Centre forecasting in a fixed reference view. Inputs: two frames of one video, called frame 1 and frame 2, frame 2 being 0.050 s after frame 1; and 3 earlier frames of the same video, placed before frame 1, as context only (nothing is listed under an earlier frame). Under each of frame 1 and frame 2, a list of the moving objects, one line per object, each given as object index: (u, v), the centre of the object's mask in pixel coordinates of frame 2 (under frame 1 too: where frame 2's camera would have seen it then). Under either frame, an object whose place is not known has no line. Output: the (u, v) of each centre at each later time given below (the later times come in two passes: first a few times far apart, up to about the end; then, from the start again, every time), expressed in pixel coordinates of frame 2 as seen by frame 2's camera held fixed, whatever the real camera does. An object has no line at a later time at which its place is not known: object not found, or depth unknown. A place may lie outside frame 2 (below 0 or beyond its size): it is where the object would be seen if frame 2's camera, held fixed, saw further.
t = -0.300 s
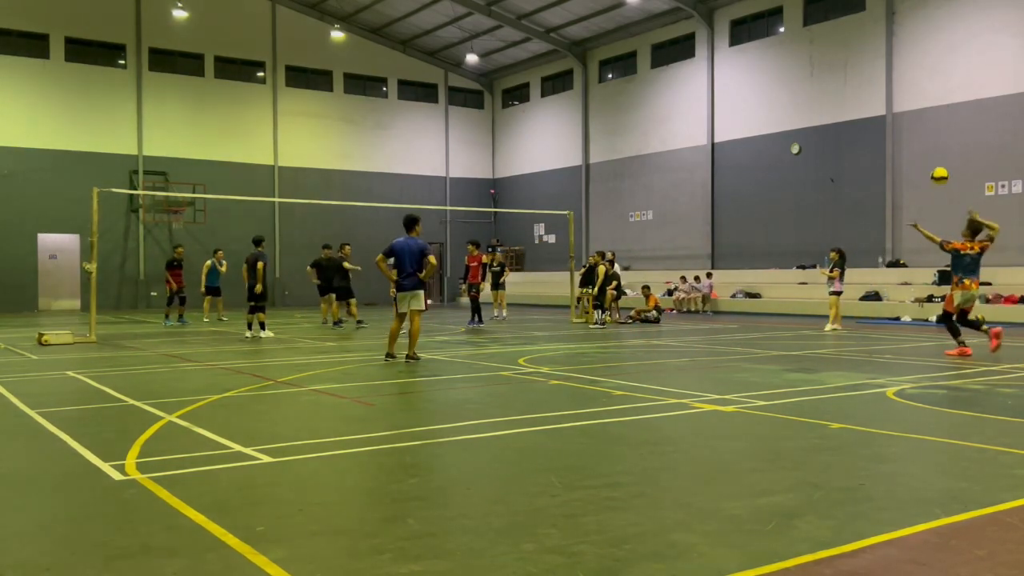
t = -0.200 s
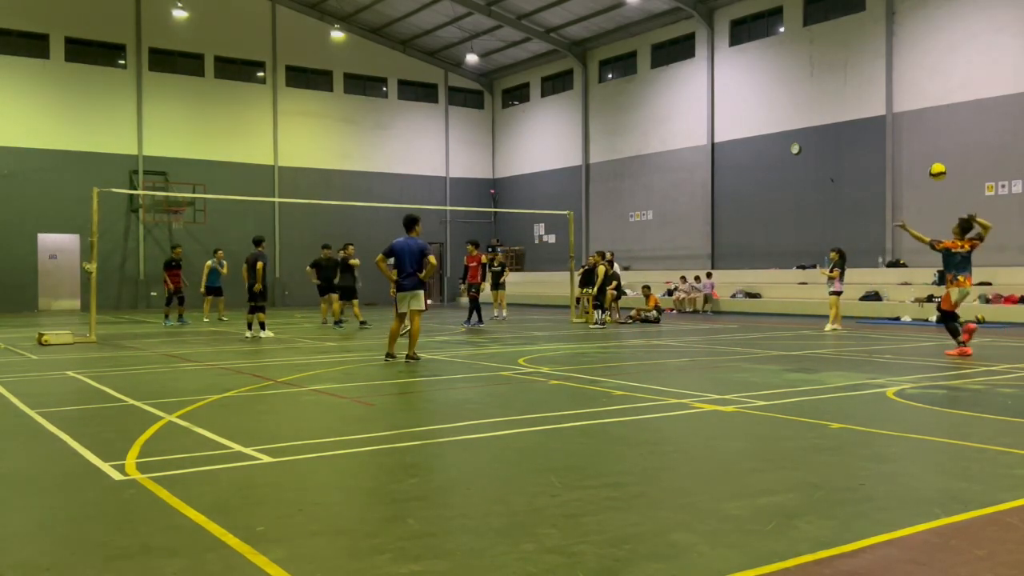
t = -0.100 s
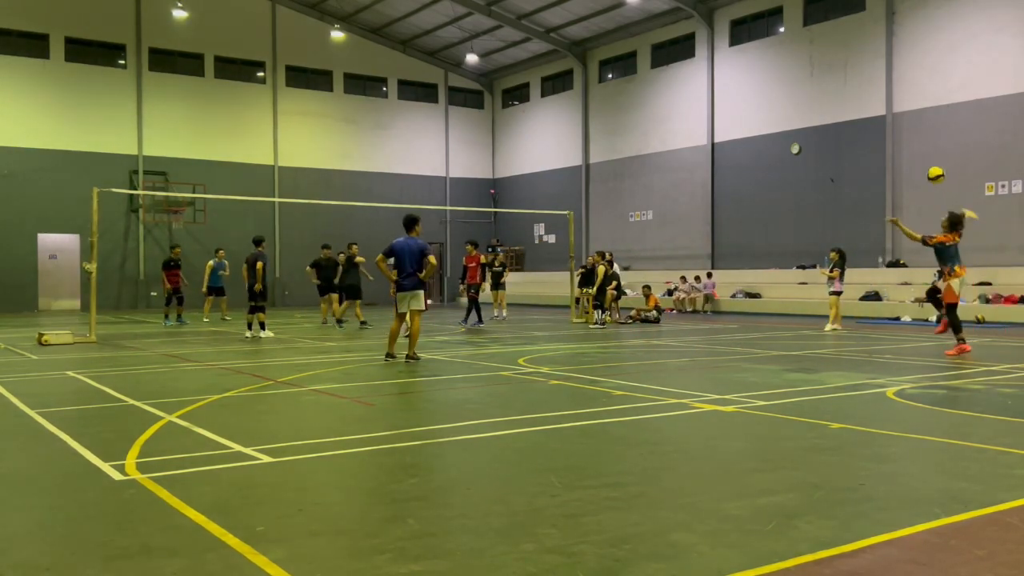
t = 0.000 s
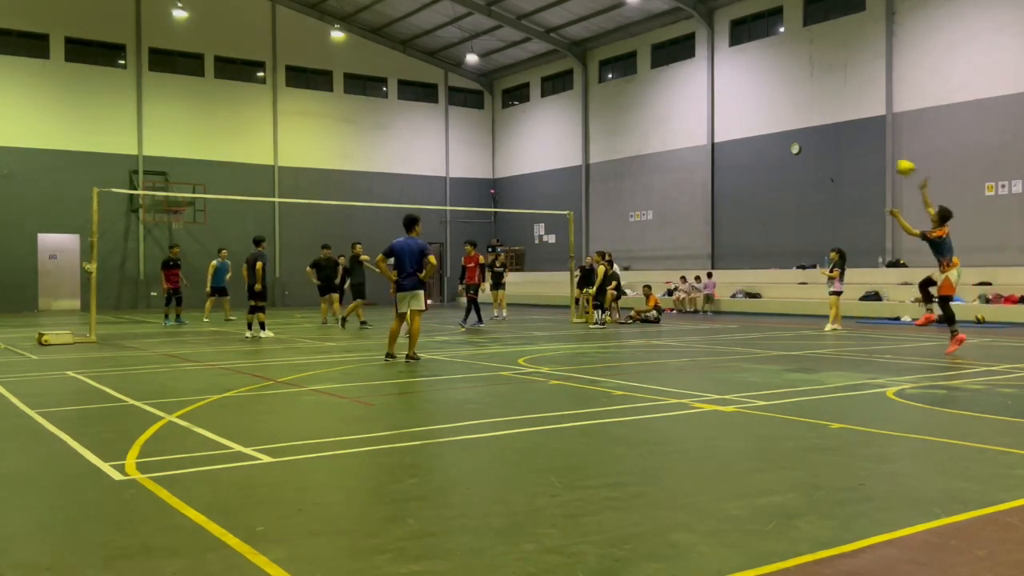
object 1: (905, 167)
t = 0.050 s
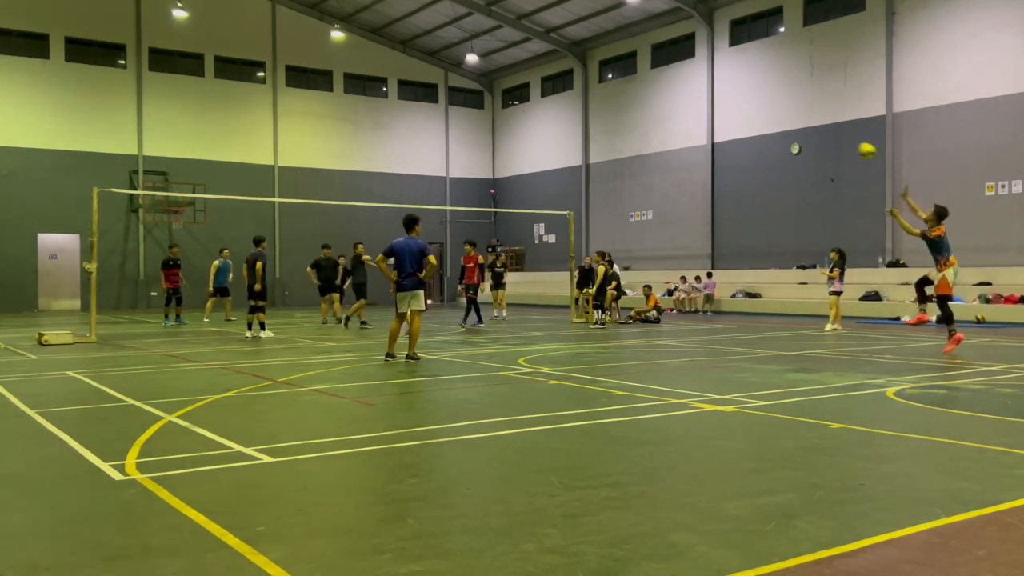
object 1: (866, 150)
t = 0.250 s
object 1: (742, 112)
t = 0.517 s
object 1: (632, 104)
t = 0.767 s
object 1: (557, 124)
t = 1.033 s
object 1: (498, 167)
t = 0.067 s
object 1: (854, 146)
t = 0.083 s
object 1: (843, 141)
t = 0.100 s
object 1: (831, 137)
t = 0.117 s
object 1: (820, 133)
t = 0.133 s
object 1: (810, 129)
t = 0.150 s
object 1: (799, 126)
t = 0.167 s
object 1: (789, 123)
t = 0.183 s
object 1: (779, 121)
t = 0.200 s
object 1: (769, 118)
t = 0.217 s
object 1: (760, 116)
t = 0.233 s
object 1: (751, 114)
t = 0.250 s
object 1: (742, 112)
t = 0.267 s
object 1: (734, 110)
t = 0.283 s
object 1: (726, 109)
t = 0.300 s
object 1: (717, 107)
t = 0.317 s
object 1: (710, 106)
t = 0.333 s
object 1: (702, 105)
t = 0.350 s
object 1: (695, 105)
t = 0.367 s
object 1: (688, 104)
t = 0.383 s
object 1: (681, 104)
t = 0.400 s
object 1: (674, 103)
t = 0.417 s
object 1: (668, 103)
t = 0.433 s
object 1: (661, 103)
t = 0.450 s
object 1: (655, 103)
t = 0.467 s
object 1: (649, 103)
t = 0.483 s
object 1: (643, 103)
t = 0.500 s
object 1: (637, 103)
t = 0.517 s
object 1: (632, 104)
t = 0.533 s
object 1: (625, 105)
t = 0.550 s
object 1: (619, 105)
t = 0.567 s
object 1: (614, 106)
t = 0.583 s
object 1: (608, 107)
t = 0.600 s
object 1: (603, 108)
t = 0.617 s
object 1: (599, 109)
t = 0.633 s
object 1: (593, 111)
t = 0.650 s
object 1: (589, 112)
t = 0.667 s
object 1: (585, 113)
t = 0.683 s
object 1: (580, 115)
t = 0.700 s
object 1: (575, 117)
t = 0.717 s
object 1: (571, 118)
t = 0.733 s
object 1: (566, 121)
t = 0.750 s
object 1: (561, 122)
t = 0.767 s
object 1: (557, 124)
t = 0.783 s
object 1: (553, 126)
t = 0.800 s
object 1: (549, 128)
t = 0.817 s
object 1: (545, 131)
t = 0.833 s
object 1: (541, 133)
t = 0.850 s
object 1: (537, 136)
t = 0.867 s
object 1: (533, 138)
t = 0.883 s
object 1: (529, 141)
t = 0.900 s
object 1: (525, 143)
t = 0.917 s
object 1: (522, 146)
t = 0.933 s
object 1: (518, 149)
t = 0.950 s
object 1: (515, 152)
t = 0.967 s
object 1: (511, 154)
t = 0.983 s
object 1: (507, 158)
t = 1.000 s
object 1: (504, 160)
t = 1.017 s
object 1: (501, 164)
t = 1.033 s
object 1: (498, 167)
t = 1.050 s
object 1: (495, 170)
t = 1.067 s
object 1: (492, 173)
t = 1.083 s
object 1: (489, 176)
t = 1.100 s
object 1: (485, 181)
